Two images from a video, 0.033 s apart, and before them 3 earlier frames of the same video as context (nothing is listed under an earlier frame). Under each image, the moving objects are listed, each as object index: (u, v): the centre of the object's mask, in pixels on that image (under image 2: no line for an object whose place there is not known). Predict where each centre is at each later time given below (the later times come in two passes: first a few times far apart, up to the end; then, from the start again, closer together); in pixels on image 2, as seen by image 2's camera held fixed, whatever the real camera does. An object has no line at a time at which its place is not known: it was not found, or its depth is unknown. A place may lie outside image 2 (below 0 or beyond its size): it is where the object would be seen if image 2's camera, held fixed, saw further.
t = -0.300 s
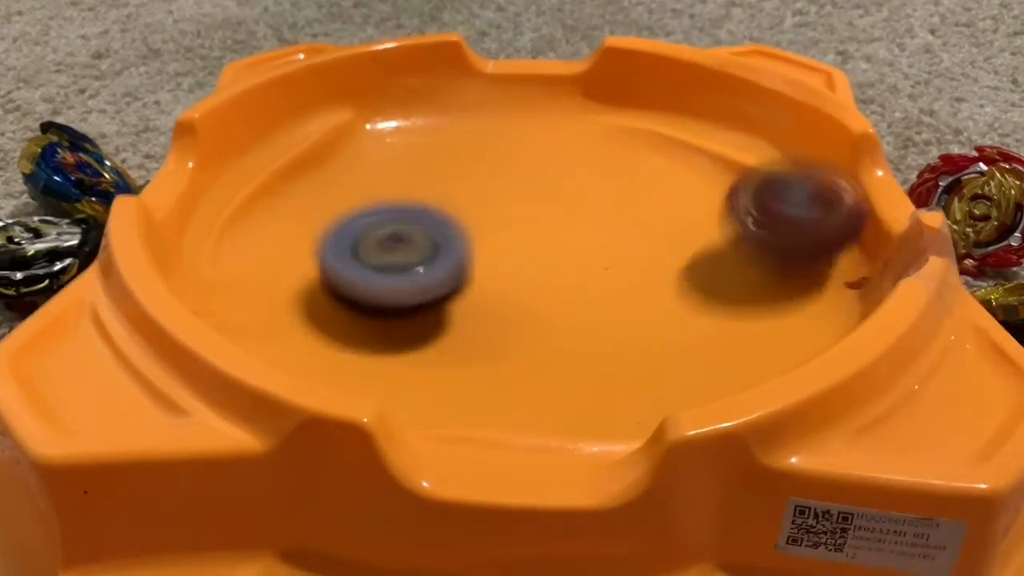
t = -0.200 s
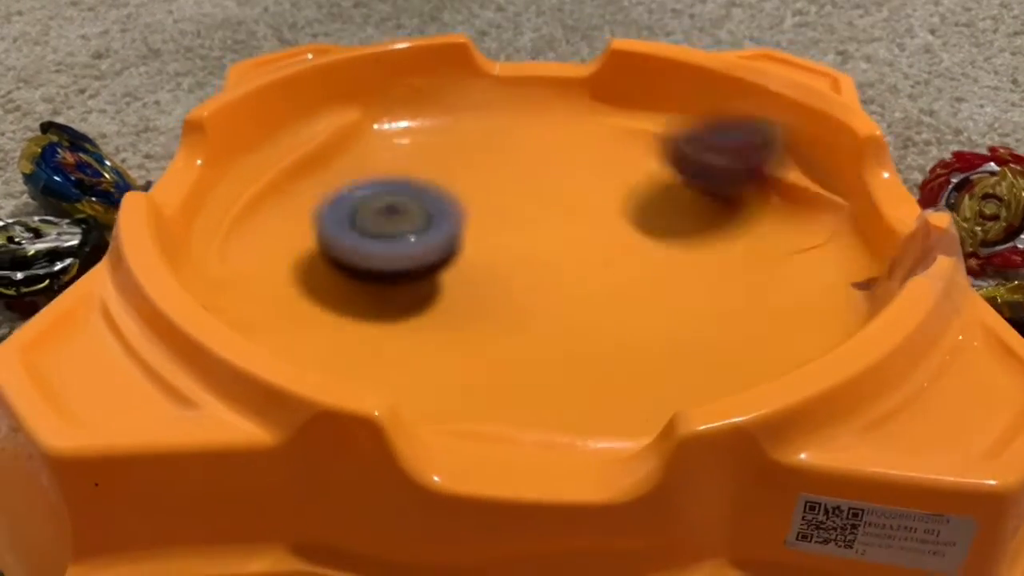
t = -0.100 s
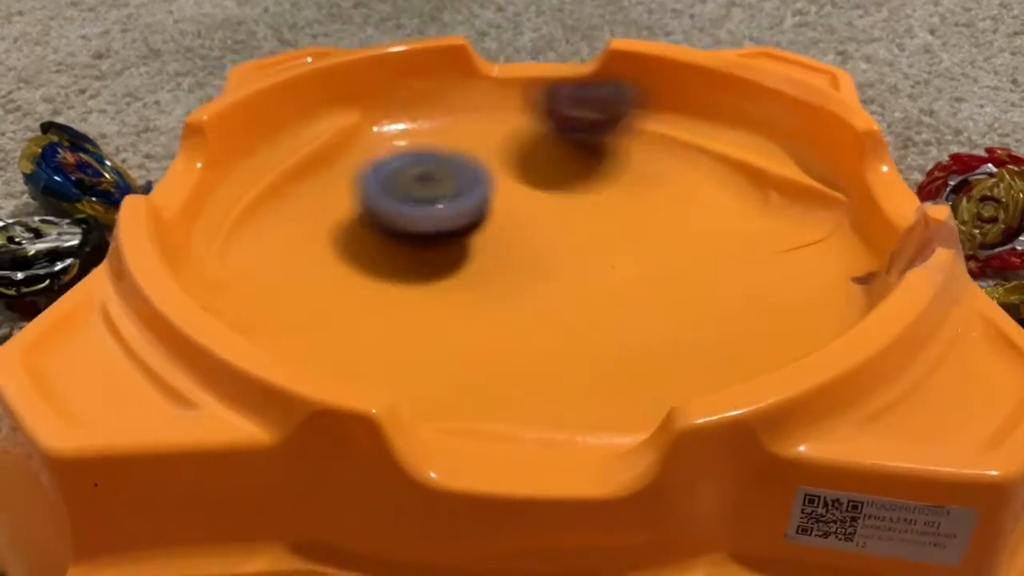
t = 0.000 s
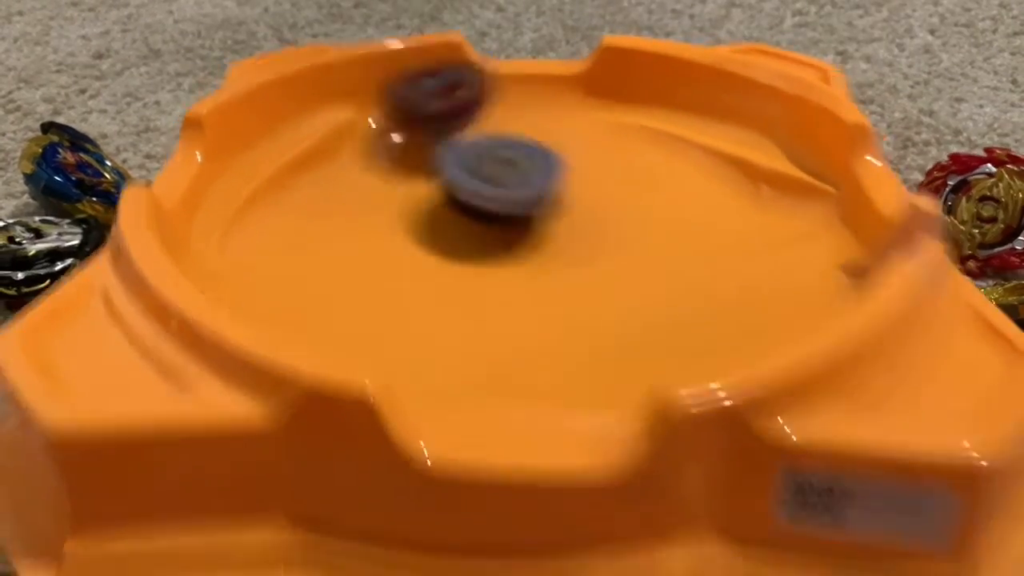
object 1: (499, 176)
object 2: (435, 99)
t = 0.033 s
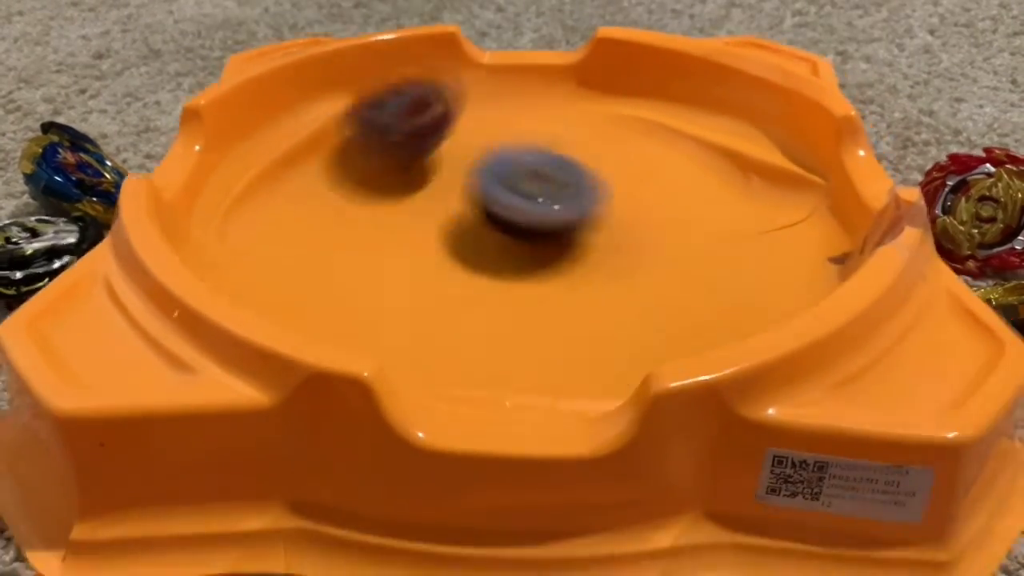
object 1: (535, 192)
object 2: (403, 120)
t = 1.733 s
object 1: (379, 151)
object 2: (480, 107)
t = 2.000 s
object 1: (378, 138)
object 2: (603, 96)
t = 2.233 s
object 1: (466, 208)
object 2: (628, 149)
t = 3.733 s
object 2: (631, 91)
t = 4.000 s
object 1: (263, 211)
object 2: (557, 166)
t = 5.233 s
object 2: (415, 135)
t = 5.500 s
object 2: (391, 170)
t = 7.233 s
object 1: (477, 126)
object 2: (546, 206)
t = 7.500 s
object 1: (407, 147)
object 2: (552, 254)
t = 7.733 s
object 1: (403, 197)
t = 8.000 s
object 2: (650, 172)
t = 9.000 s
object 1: (531, 243)
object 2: (488, 132)
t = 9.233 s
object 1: (531, 259)
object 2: (456, 139)
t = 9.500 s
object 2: (495, 175)
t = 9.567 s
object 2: (506, 178)
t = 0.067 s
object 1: (571, 208)
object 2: (368, 149)
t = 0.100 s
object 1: (605, 223)
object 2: (332, 175)
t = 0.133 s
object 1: (635, 237)
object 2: (300, 204)
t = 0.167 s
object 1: (663, 252)
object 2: (267, 243)
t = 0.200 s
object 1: (687, 265)
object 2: (268, 256)
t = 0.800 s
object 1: (688, 109)
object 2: (242, 222)
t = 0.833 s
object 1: (700, 103)
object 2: (252, 230)
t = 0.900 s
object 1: (712, 135)
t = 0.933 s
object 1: (698, 156)
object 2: (349, 262)
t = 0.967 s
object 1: (679, 176)
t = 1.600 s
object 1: (439, 184)
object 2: (451, 83)
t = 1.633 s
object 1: (422, 176)
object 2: (457, 89)
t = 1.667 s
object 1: (406, 169)
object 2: (463, 96)
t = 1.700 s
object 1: (391, 161)
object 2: (470, 102)
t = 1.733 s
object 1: (379, 151)
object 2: (480, 107)
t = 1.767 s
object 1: (360, 145)
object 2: (500, 107)
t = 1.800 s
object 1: (348, 139)
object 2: (521, 103)
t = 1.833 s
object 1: (340, 133)
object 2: (540, 103)
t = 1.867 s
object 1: (348, 134)
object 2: (559, 99)
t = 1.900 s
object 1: (355, 135)
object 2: (575, 97)
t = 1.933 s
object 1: (361, 135)
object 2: (588, 94)
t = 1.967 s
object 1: (368, 136)
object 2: (598, 94)
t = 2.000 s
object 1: (378, 138)
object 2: (603, 96)
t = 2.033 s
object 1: (391, 143)
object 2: (604, 101)
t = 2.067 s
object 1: (405, 151)
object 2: (602, 109)
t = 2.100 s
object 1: (420, 160)
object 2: (602, 115)
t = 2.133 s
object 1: (434, 171)
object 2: (605, 124)
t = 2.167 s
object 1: (447, 182)
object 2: (610, 133)
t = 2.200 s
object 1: (458, 195)
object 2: (617, 141)
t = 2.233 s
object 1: (466, 208)
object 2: (628, 149)
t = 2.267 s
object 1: (471, 221)
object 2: (639, 157)
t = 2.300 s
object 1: (473, 233)
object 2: (653, 164)
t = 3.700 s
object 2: (638, 101)
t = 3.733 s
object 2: (631, 91)
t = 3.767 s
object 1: (331, 241)
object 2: (618, 89)
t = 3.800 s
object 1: (317, 238)
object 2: (602, 96)
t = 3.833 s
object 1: (305, 233)
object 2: (585, 103)
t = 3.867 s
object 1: (295, 230)
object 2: (570, 110)
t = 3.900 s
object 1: (287, 225)
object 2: (558, 121)
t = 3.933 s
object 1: (278, 220)
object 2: (552, 135)
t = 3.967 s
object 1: (271, 215)
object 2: (552, 151)
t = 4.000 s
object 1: (263, 211)
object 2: (557, 166)
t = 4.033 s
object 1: (260, 206)
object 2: (566, 180)
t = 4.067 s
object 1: (263, 201)
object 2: (577, 193)
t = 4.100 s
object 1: (274, 196)
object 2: (595, 206)
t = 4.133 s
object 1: (290, 193)
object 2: (614, 216)
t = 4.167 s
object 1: (309, 192)
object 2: (635, 222)
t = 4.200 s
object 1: (332, 191)
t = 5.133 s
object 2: (467, 143)
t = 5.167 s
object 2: (452, 139)
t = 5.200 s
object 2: (436, 135)
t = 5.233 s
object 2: (415, 135)
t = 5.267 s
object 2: (397, 141)
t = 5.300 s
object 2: (385, 150)
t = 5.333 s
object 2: (378, 160)
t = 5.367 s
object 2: (379, 172)
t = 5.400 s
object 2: (383, 181)
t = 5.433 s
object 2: (383, 178)
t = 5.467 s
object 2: (386, 174)
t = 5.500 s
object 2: (391, 170)
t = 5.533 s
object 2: (396, 165)
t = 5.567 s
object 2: (401, 162)
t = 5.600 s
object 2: (408, 162)
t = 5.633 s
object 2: (418, 162)
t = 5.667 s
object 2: (429, 164)
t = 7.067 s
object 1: (522, 136)
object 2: (587, 220)
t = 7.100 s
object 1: (509, 131)
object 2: (582, 215)
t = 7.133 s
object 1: (500, 128)
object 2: (575, 212)
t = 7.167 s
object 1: (491, 127)
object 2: (564, 209)
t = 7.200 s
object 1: (484, 126)
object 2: (556, 208)
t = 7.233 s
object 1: (477, 126)
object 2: (546, 206)
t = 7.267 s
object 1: (468, 128)
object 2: (535, 205)
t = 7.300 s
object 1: (459, 130)
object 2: (525, 207)
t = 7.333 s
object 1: (452, 133)
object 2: (515, 207)
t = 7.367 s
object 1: (441, 135)
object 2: (509, 213)
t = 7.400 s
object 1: (429, 136)
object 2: (515, 227)
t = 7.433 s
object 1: (422, 138)
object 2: (523, 239)
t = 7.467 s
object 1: (414, 143)
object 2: (537, 247)
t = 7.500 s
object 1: (407, 147)
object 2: (552, 254)
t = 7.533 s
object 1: (403, 153)
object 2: (570, 260)
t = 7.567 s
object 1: (398, 159)
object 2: (591, 261)
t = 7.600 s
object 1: (397, 166)
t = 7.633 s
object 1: (397, 173)
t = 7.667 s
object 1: (397, 180)
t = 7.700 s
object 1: (399, 188)
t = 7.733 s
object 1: (403, 197)
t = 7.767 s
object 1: (408, 204)
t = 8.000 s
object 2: (650, 172)
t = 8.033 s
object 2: (661, 161)
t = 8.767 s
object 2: (520, 152)
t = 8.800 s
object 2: (514, 152)
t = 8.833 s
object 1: (523, 231)
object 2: (511, 150)
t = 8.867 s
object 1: (524, 232)
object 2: (508, 151)
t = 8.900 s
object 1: (525, 230)
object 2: (504, 150)
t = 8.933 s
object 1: (525, 232)
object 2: (502, 149)
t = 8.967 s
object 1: (529, 239)
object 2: (494, 139)
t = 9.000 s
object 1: (531, 243)
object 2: (488, 132)
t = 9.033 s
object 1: (531, 247)
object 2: (478, 125)
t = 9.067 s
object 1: (533, 250)
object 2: (471, 122)
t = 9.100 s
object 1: (533, 253)
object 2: (464, 120)
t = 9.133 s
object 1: (535, 256)
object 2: (461, 121)
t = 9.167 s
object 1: (533, 257)
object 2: (458, 125)
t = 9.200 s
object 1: (533, 259)
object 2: (457, 129)
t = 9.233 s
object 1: (531, 259)
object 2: (456, 139)
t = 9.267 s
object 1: (530, 260)
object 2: (459, 148)
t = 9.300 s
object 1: (527, 257)
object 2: (467, 161)
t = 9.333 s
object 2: (474, 168)
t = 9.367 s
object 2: (483, 174)
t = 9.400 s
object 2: (485, 173)
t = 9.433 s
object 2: (489, 174)
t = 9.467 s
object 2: (491, 175)
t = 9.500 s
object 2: (495, 175)
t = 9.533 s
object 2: (500, 177)
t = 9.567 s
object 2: (506, 178)
